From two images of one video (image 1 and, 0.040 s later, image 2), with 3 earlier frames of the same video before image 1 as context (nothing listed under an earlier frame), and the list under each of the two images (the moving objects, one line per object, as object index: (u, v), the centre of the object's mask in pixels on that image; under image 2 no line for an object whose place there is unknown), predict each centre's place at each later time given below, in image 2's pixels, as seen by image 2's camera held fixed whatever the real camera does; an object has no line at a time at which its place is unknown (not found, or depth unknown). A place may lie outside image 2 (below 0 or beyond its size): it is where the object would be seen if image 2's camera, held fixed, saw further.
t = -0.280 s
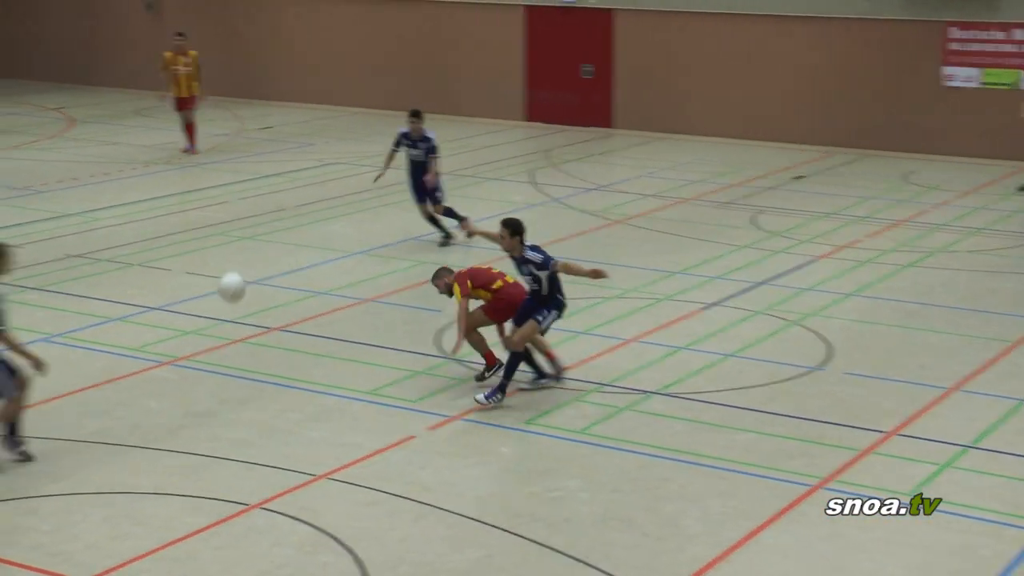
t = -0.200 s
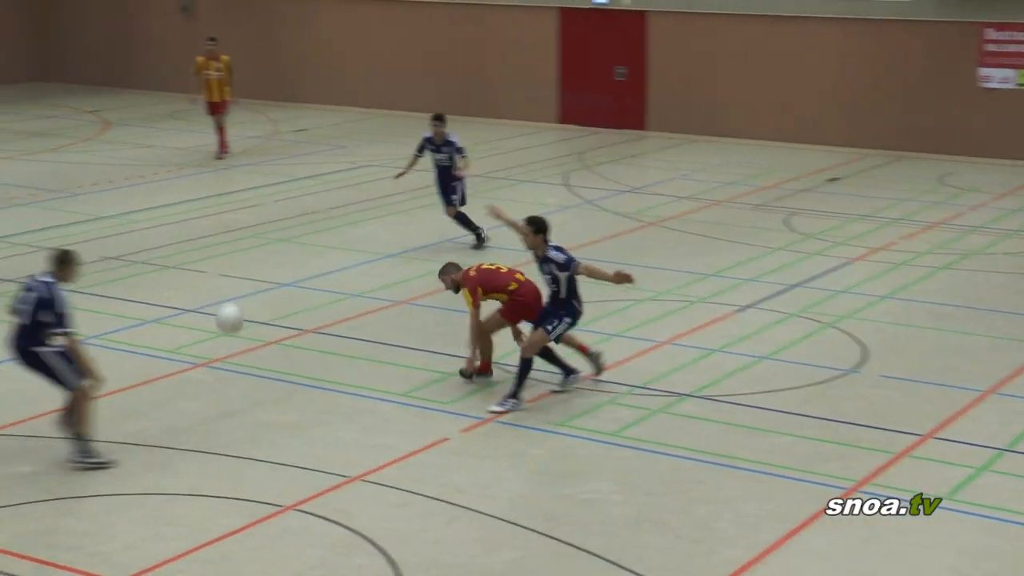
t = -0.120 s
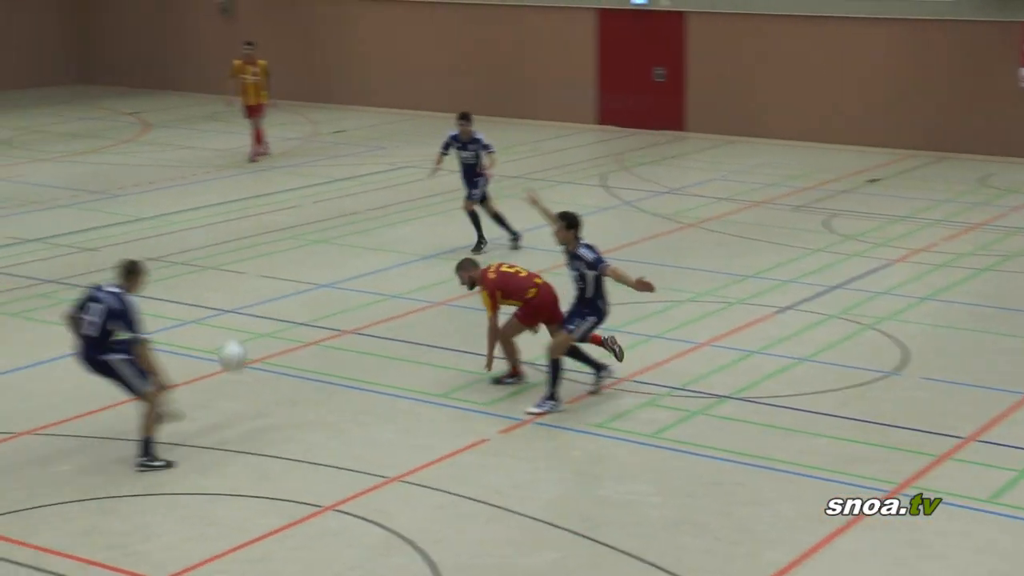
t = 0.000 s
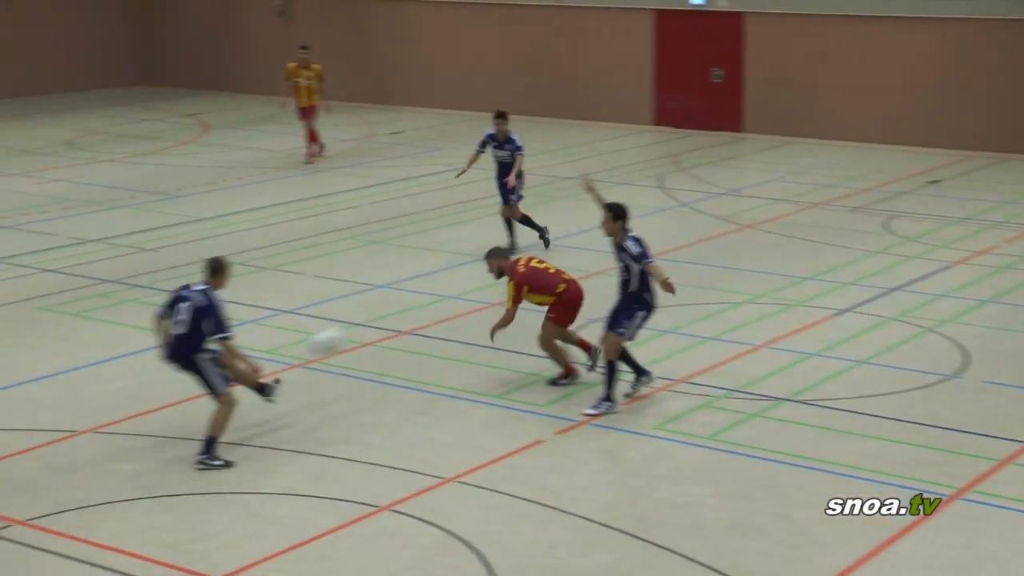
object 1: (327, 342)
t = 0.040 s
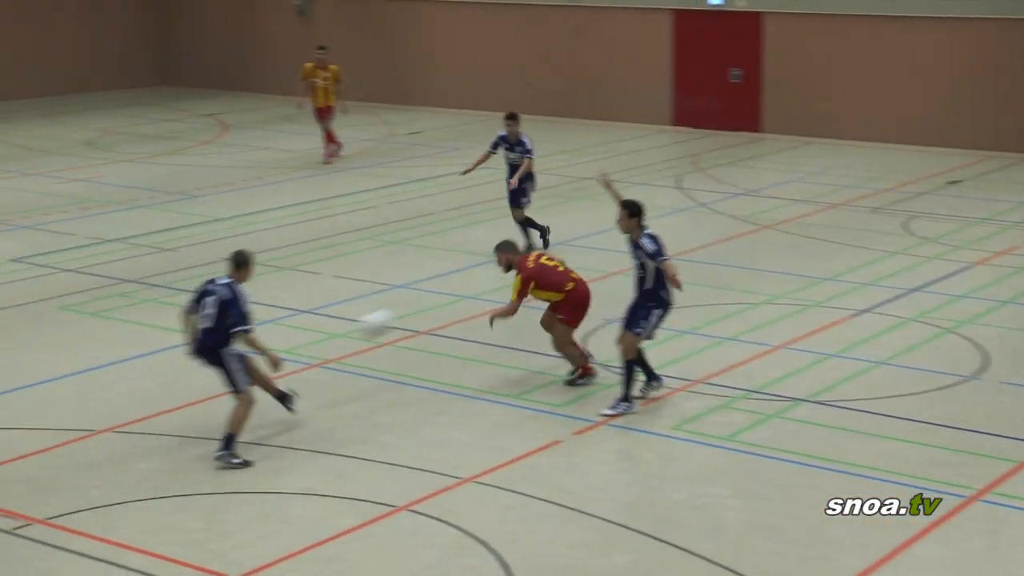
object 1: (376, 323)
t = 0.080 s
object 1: (405, 309)
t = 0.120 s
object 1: (434, 294)
